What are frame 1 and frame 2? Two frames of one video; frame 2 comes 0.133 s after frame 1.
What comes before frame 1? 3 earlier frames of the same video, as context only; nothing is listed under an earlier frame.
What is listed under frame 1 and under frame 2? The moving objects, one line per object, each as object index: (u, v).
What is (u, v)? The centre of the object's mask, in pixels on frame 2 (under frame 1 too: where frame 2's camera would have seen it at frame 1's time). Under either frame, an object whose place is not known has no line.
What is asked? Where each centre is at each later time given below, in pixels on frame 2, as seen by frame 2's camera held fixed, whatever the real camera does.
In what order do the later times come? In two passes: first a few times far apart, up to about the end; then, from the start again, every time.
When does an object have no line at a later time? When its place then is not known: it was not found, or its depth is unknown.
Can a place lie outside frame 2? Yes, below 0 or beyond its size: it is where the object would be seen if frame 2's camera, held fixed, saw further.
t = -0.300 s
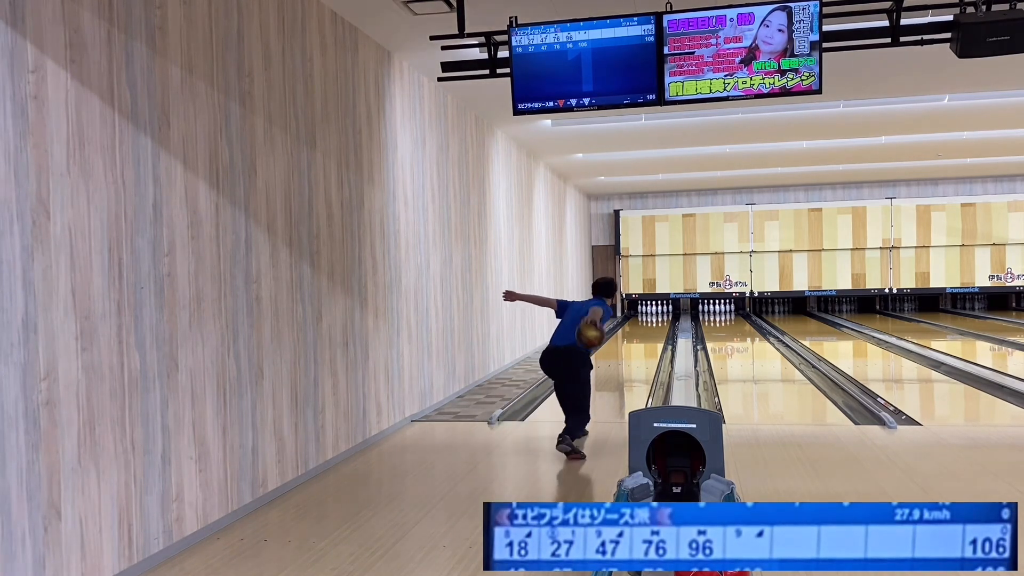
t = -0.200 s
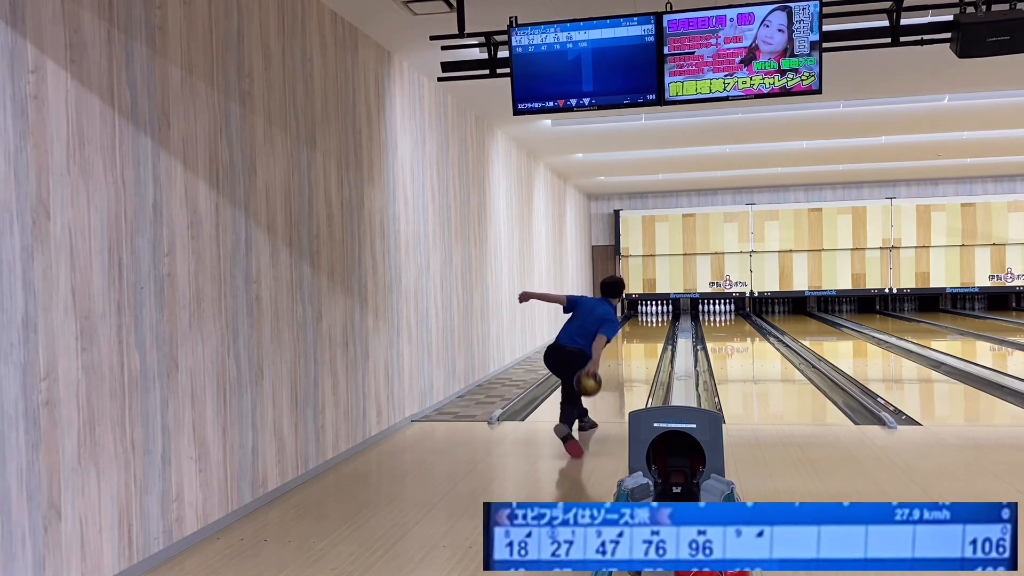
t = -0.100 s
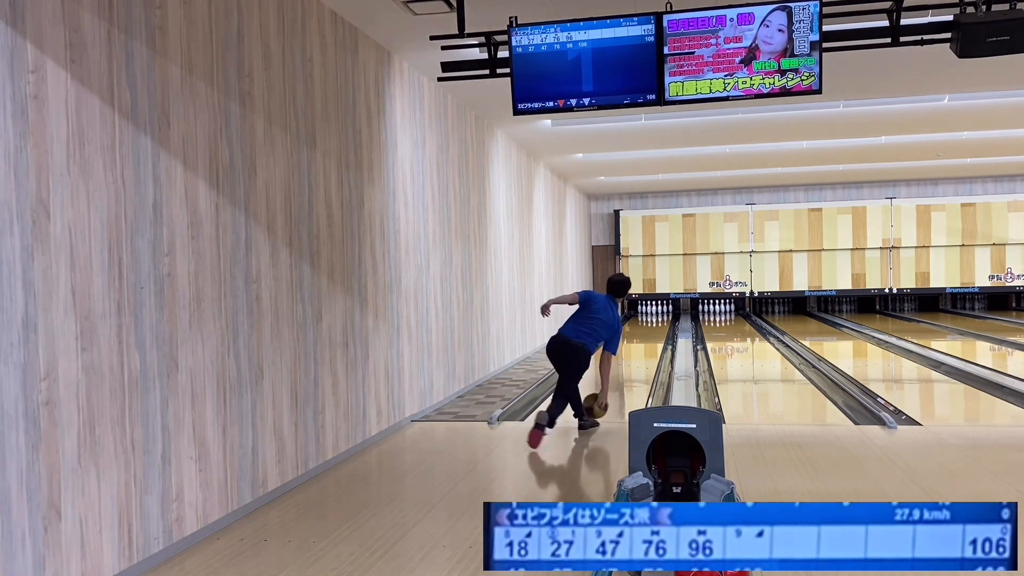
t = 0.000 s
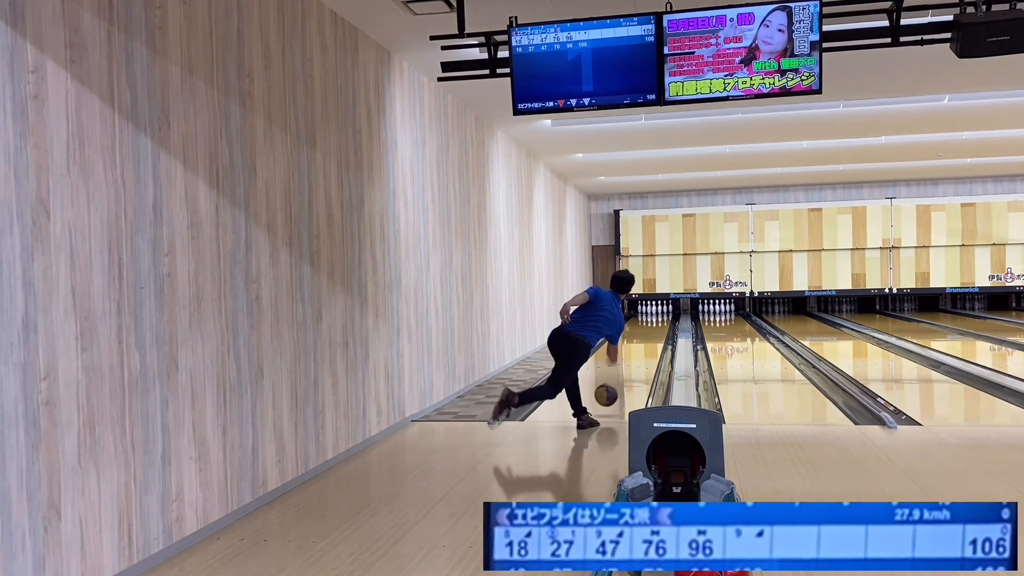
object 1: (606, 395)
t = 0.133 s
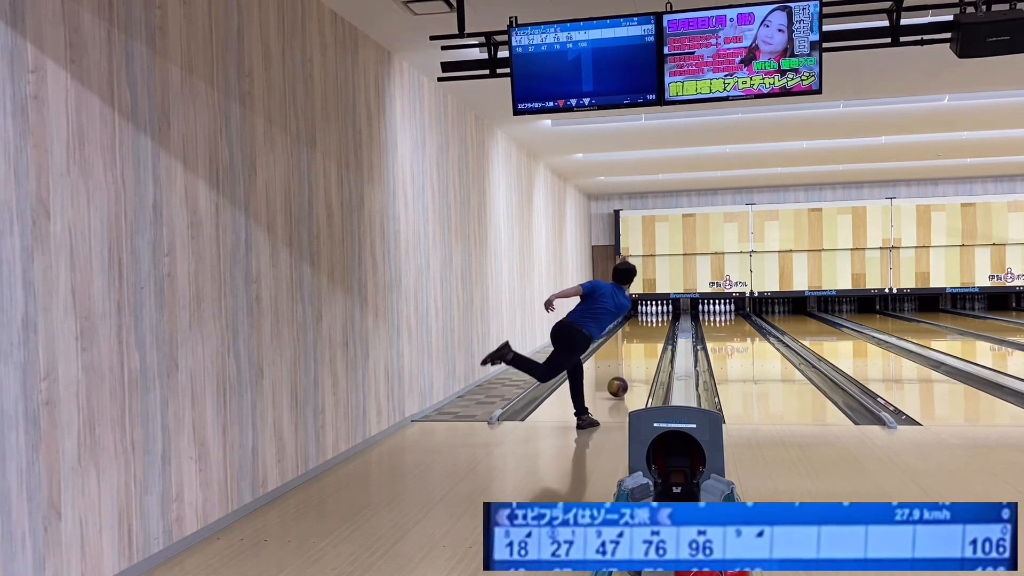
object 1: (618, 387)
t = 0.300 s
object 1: (628, 374)
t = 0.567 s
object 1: (640, 356)
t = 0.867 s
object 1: (650, 343)
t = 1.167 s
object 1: (656, 332)
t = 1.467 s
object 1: (660, 324)
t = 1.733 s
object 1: (662, 320)
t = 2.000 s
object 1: (662, 315)
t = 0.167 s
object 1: (620, 386)
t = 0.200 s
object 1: (622, 382)
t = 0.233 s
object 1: (624, 379)
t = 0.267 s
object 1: (626, 377)
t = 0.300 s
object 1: (628, 374)
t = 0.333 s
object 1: (630, 371)
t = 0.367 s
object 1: (632, 369)
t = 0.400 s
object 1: (633, 367)
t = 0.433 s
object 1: (635, 364)
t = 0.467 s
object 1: (636, 362)
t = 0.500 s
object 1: (638, 360)
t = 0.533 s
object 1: (639, 358)
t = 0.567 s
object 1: (640, 356)
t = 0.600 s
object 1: (642, 355)
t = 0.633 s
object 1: (643, 353)
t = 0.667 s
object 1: (644, 351)
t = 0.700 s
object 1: (645, 349)
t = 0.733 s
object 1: (646, 348)
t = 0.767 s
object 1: (647, 346)
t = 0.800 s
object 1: (648, 345)
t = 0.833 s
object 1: (649, 344)
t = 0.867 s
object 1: (650, 343)
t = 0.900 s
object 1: (651, 341)
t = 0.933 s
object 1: (652, 340)
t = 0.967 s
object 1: (652, 338)
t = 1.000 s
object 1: (653, 337)
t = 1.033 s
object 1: (653, 336)
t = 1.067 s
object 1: (654, 336)
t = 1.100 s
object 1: (655, 334)
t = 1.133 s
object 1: (656, 333)
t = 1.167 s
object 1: (656, 332)
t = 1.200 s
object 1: (657, 332)
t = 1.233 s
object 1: (657, 330)
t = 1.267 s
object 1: (658, 329)
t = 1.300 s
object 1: (658, 329)
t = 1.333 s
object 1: (659, 328)
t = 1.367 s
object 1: (659, 327)
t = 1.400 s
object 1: (659, 326)
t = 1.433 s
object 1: (660, 325)
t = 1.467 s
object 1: (660, 324)
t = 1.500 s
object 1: (660, 324)
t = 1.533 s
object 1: (661, 323)
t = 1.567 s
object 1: (661, 323)
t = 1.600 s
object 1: (661, 322)
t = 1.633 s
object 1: (661, 321)
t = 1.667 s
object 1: (662, 320)
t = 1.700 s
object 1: (662, 320)
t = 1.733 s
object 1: (662, 320)
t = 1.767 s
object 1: (662, 319)
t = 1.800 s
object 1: (662, 318)
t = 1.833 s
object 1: (662, 318)
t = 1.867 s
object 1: (663, 317)
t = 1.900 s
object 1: (662, 316)
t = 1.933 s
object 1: (662, 316)
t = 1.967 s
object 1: (662, 315)
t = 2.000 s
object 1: (662, 315)
